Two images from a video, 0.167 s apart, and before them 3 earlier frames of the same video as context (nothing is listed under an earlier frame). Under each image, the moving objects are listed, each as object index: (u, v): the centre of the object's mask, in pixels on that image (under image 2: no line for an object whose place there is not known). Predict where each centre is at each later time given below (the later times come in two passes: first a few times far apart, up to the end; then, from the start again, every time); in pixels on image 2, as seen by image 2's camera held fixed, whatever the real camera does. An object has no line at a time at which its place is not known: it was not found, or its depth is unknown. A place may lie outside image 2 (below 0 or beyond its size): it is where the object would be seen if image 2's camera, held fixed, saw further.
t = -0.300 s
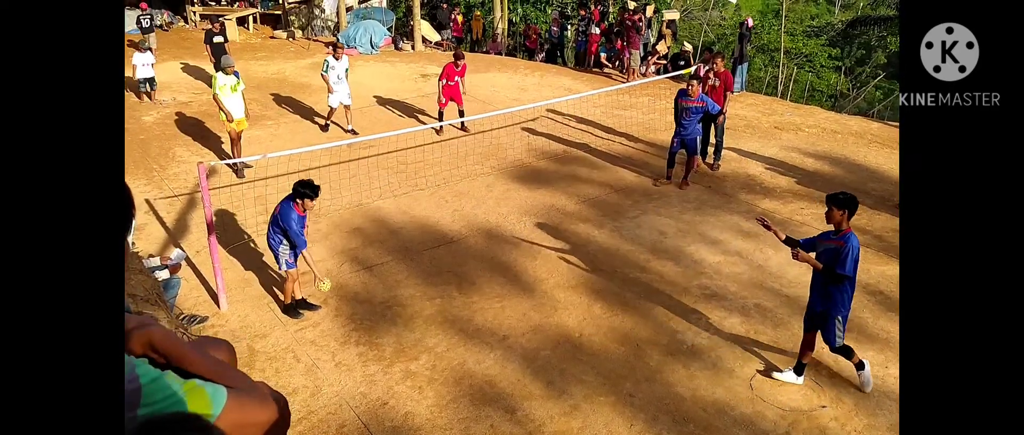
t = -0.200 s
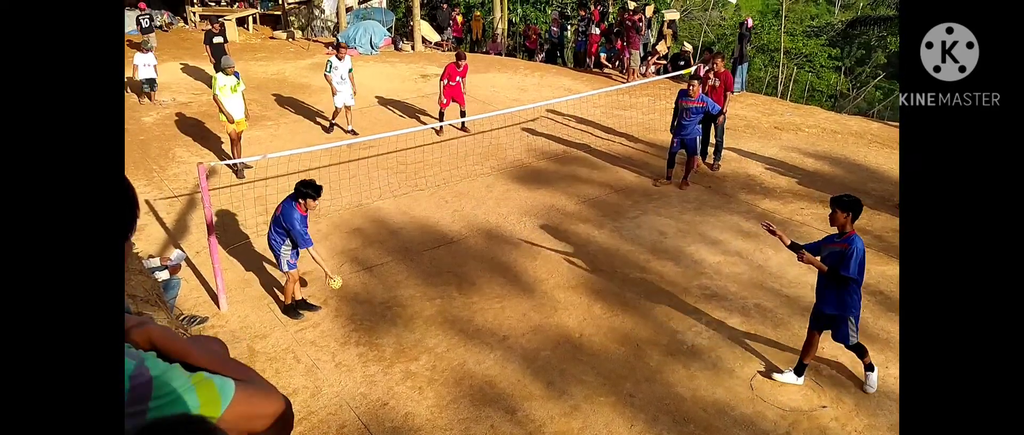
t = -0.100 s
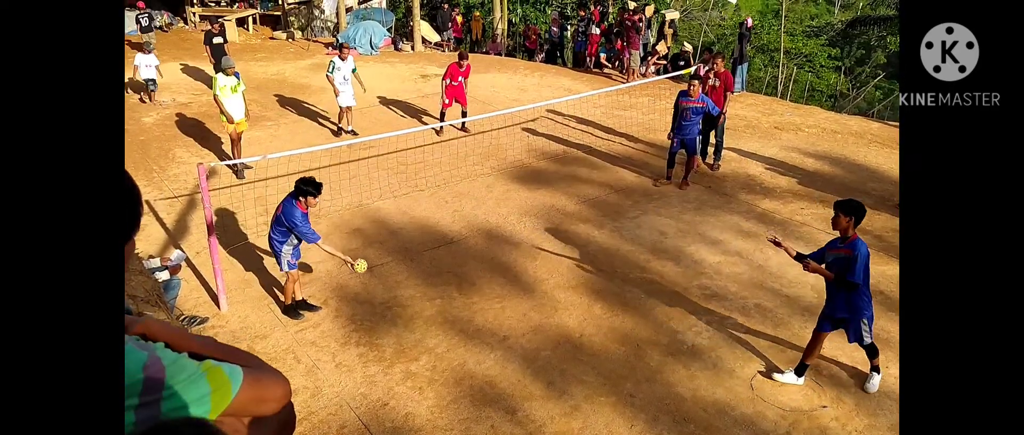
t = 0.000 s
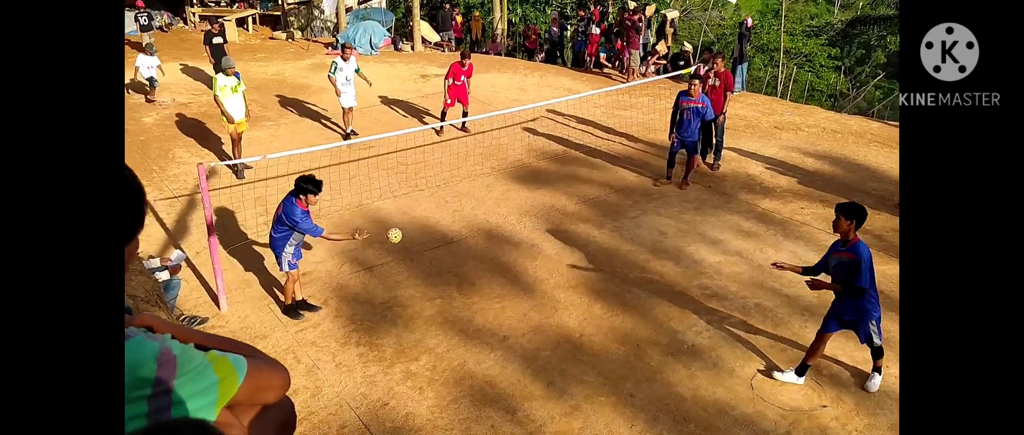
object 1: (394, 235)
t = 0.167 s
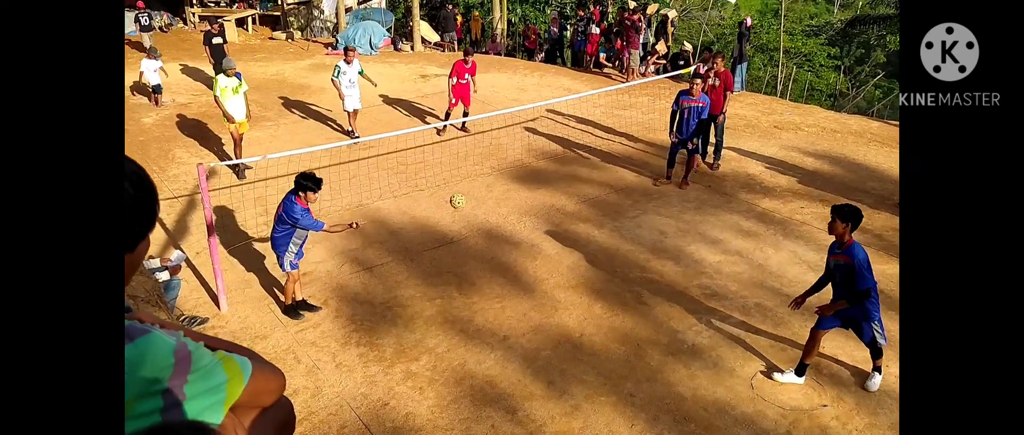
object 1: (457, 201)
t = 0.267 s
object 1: (499, 193)
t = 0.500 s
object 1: (605, 219)
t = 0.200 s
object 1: (471, 197)
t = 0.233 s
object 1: (485, 195)
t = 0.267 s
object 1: (499, 193)
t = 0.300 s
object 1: (514, 193)
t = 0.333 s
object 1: (528, 194)
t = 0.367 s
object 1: (543, 196)
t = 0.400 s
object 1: (558, 200)
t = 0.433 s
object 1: (574, 205)
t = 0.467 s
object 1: (589, 211)
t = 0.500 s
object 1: (605, 219)
